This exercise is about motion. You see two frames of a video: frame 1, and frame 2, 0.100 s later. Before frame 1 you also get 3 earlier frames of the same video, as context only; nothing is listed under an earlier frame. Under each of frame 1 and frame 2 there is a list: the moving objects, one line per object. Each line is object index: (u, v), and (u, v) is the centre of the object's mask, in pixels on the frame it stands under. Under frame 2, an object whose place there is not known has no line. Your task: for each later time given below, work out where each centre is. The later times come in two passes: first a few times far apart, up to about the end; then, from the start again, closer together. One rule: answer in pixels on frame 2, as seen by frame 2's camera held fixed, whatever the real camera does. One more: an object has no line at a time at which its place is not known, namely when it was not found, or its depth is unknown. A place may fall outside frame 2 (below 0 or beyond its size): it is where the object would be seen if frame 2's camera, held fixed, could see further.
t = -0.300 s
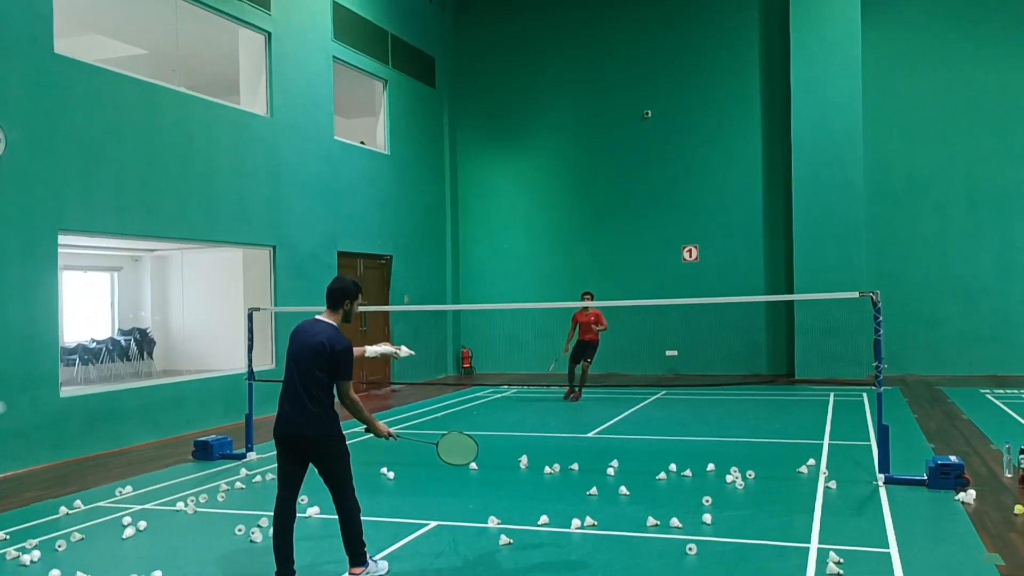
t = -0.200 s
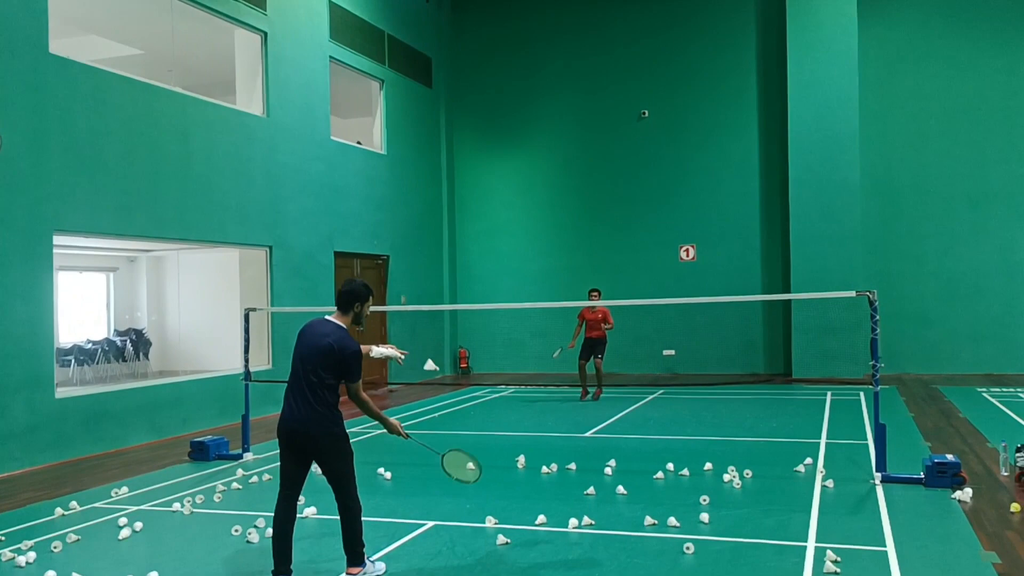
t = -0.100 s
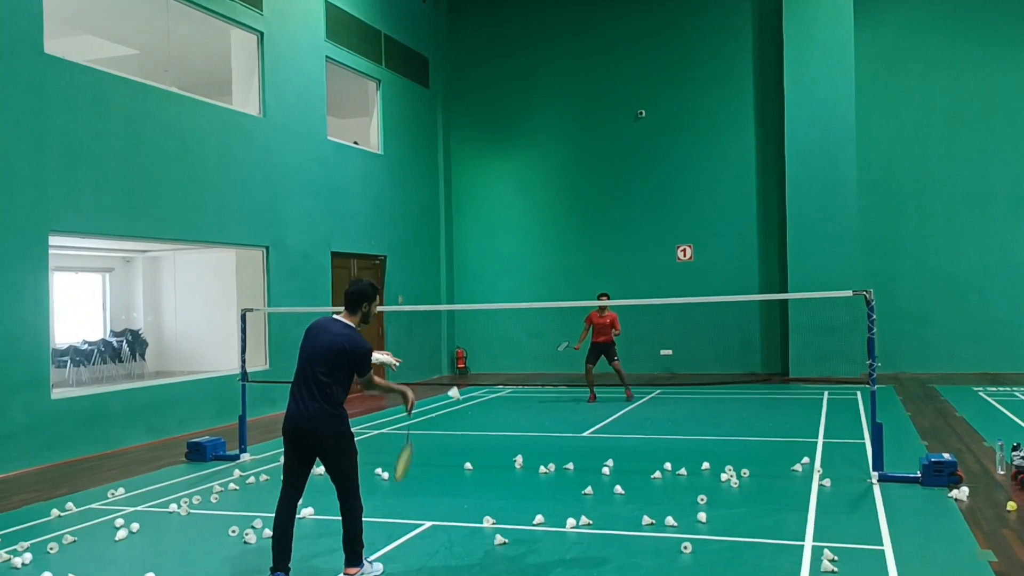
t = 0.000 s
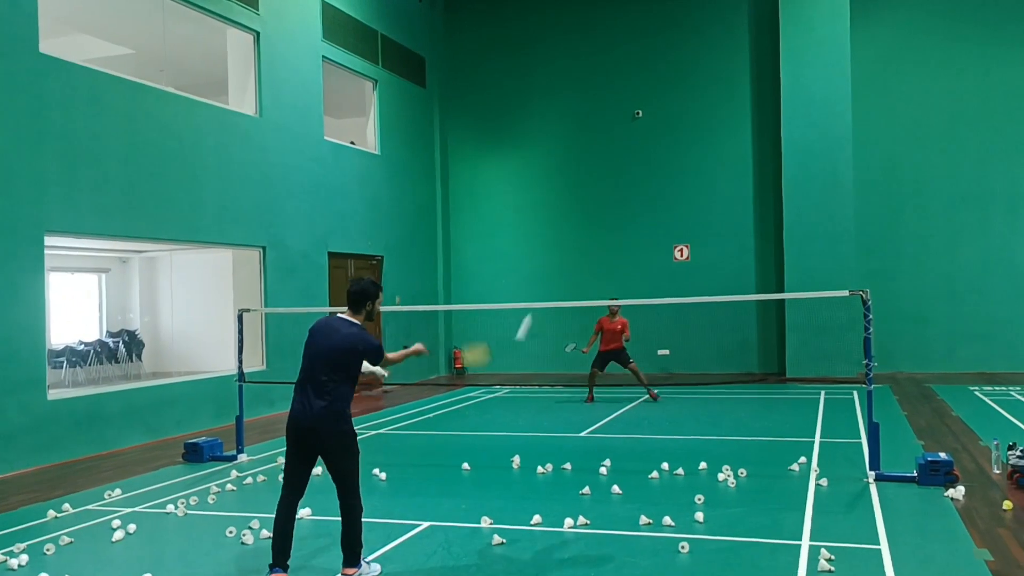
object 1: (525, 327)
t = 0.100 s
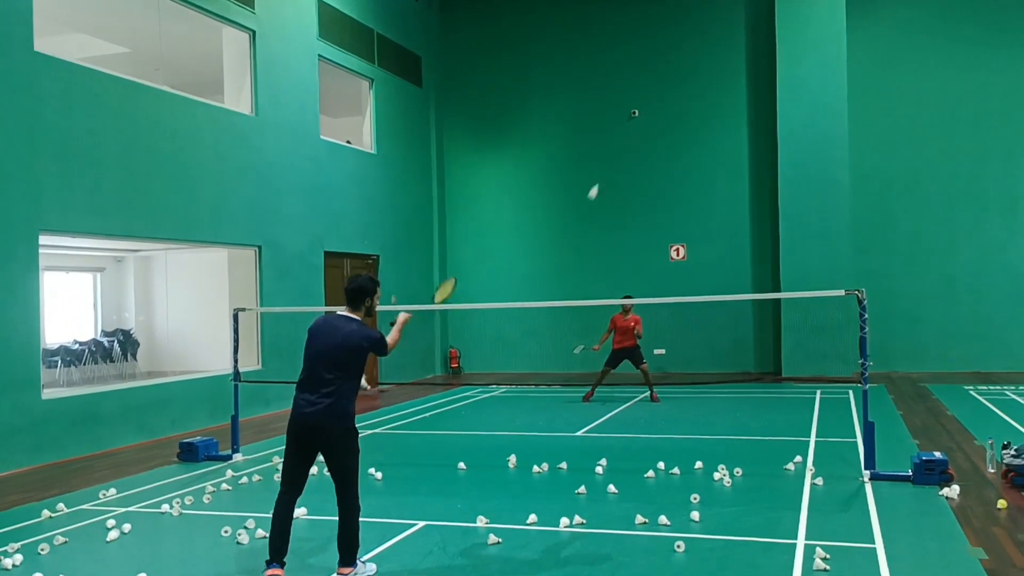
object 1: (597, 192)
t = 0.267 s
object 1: (656, 105)
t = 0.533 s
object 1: (698, 78)
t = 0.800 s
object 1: (727, 110)
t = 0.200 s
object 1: (637, 128)
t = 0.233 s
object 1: (645, 116)
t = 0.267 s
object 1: (656, 105)
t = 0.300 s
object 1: (663, 97)
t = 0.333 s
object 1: (670, 90)
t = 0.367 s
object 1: (674, 84)
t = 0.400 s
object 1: (679, 81)
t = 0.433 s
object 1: (685, 79)
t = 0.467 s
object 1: (690, 77)
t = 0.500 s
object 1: (694, 77)
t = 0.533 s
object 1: (698, 78)
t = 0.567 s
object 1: (703, 80)
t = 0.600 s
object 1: (706, 83)
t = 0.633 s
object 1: (710, 85)
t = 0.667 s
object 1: (713, 89)
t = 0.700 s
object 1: (717, 94)
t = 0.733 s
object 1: (720, 98)
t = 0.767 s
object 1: (723, 104)
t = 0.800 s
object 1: (727, 110)
